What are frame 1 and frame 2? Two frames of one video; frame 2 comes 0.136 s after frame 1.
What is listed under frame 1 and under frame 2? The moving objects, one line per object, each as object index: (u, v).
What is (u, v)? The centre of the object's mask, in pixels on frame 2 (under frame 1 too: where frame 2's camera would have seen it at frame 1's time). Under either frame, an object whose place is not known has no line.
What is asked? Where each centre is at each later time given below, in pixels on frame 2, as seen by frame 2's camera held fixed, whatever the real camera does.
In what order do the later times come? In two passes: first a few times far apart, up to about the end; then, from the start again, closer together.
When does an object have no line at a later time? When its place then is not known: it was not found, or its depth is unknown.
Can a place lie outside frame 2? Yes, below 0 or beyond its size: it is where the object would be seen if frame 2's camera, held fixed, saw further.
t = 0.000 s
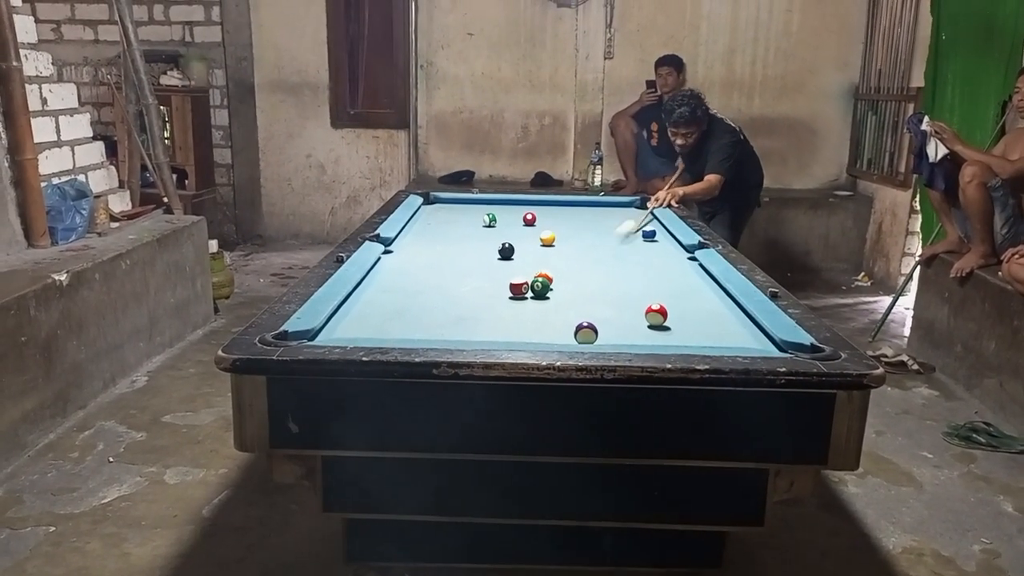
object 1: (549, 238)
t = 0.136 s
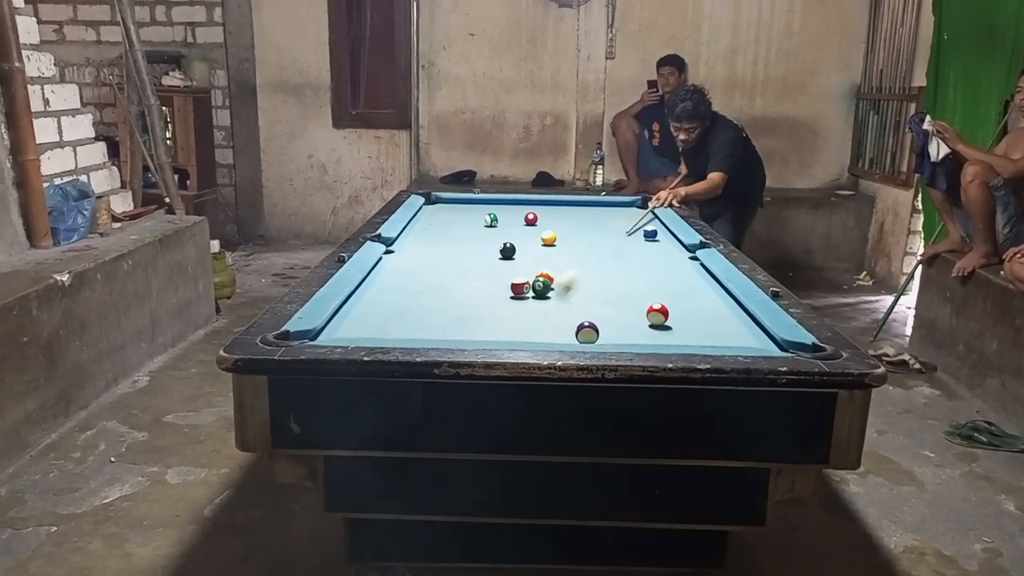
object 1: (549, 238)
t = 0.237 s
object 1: (548, 238)
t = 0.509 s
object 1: (549, 238)
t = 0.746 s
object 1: (549, 238)
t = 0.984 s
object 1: (549, 238)
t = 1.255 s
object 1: (548, 238)
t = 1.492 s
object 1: (549, 238)
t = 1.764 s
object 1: (549, 238)
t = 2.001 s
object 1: (549, 238)
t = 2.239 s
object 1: (549, 238)
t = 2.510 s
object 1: (549, 238)
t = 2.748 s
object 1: (549, 238)
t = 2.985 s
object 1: (549, 238)
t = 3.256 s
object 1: (548, 238)
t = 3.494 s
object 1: (549, 238)
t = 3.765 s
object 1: (549, 238)
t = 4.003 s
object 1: (549, 238)
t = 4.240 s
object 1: (549, 238)
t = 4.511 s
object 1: (549, 238)
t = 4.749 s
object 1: (549, 238)
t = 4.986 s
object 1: (549, 238)
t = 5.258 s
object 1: (549, 238)
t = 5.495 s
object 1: (550, 243)
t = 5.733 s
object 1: (550, 248)
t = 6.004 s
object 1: (550, 254)
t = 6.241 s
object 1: (550, 257)
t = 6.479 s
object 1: (549, 260)
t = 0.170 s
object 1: (549, 238)
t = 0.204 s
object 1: (549, 238)
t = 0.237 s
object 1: (548, 238)
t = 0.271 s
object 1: (548, 238)
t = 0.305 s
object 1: (549, 238)
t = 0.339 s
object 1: (549, 238)
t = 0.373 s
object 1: (549, 238)
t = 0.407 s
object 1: (549, 238)
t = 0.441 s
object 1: (549, 238)
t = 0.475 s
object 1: (548, 238)
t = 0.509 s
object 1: (549, 238)
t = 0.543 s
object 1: (549, 238)
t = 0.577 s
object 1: (549, 238)
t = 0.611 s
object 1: (548, 238)
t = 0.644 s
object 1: (548, 238)
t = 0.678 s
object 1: (548, 238)
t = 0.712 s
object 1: (549, 238)
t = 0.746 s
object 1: (549, 238)
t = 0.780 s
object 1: (549, 238)
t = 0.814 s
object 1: (549, 238)
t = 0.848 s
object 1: (549, 238)
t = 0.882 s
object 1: (548, 238)
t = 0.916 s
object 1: (548, 238)
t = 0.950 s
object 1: (548, 238)
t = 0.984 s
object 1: (549, 238)
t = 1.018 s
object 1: (549, 238)
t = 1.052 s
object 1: (548, 238)
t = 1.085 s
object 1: (548, 238)
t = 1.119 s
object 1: (548, 238)
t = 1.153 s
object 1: (549, 238)
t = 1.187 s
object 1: (549, 238)
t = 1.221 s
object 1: (548, 238)
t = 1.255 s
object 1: (548, 238)
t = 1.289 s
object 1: (549, 238)
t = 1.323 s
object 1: (549, 238)
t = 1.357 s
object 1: (549, 238)
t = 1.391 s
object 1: (548, 238)
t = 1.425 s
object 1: (549, 238)
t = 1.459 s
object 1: (549, 238)
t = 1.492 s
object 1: (549, 238)
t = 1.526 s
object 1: (549, 238)
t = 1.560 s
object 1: (549, 238)
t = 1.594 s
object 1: (549, 238)
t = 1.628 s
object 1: (549, 238)
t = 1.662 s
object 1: (549, 238)
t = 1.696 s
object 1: (549, 238)
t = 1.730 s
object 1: (549, 238)
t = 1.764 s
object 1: (549, 238)
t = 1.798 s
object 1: (549, 238)
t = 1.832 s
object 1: (549, 238)
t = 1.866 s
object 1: (549, 238)
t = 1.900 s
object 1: (549, 238)
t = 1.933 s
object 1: (549, 238)
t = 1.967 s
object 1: (549, 238)
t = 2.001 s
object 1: (549, 238)
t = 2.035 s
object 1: (549, 238)
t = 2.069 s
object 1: (549, 238)
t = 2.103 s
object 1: (549, 238)
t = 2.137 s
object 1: (549, 238)
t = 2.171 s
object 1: (549, 238)
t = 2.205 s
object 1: (548, 238)
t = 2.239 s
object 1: (549, 238)
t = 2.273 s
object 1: (549, 238)
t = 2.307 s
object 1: (549, 238)
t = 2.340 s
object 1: (549, 238)
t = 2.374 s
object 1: (549, 238)
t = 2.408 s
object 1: (549, 238)
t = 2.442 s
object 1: (549, 238)
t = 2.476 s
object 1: (549, 238)
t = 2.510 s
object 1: (549, 238)
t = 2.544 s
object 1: (549, 238)
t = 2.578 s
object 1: (549, 238)
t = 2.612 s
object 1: (549, 238)
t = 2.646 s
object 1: (549, 238)
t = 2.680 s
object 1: (549, 238)
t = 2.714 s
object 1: (549, 238)
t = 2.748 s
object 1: (549, 238)
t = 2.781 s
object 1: (549, 238)
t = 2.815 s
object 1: (549, 238)
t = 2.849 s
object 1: (549, 238)
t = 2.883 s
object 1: (549, 238)
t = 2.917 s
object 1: (549, 238)
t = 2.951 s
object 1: (549, 238)
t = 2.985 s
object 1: (549, 238)
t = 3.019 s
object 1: (549, 238)
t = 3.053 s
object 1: (549, 238)
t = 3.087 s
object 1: (549, 238)
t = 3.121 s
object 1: (549, 238)
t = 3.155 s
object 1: (549, 238)
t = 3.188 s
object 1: (549, 238)
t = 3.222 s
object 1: (548, 238)
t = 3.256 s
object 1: (548, 238)
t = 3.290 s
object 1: (548, 238)
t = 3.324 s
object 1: (549, 238)
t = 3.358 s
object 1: (549, 238)
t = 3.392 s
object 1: (549, 238)
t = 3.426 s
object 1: (549, 238)
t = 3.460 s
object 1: (549, 238)
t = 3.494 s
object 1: (549, 238)
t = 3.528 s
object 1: (549, 238)
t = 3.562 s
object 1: (549, 238)
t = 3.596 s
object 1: (549, 238)
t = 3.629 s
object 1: (549, 238)
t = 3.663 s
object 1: (549, 238)
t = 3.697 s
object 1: (549, 238)
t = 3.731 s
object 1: (549, 238)
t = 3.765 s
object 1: (549, 238)
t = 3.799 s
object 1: (549, 238)
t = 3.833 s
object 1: (549, 238)
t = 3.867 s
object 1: (549, 238)
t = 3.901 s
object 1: (549, 238)
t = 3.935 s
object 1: (549, 238)
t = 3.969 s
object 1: (549, 238)
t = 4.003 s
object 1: (549, 238)
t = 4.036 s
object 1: (549, 238)
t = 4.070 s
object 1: (549, 238)
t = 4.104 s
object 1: (549, 238)
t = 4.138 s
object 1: (549, 238)
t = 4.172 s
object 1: (549, 238)
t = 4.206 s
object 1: (549, 238)
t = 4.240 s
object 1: (549, 238)
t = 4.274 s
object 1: (549, 238)
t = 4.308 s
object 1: (549, 238)
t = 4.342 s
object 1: (549, 238)
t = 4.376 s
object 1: (549, 238)
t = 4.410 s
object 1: (549, 238)
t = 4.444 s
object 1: (549, 238)
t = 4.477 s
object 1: (549, 238)
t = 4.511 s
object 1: (549, 238)
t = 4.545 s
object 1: (549, 238)
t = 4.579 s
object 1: (549, 238)
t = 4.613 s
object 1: (549, 238)
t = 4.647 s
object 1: (549, 238)
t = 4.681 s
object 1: (549, 238)
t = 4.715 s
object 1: (549, 238)
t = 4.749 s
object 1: (549, 238)
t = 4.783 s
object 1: (549, 238)
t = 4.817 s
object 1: (549, 238)
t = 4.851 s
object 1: (549, 238)
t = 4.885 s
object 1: (549, 238)
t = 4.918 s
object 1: (549, 238)
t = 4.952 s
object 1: (549, 238)
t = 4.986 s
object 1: (549, 238)
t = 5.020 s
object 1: (549, 238)
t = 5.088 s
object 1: (549, 238)
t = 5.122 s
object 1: (549, 238)
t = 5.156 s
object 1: (548, 238)
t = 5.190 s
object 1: (549, 238)
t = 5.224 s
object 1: (549, 238)
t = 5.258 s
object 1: (549, 238)
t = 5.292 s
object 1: (549, 239)
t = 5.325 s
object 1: (549, 240)
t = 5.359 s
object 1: (549, 240)
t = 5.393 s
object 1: (549, 241)
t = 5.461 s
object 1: (550, 243)
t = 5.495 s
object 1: (550, 243)
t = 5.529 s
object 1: (550, 244)
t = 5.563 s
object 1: (550, 244)
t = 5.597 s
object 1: (550, 245)
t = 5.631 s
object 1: (551, 246)
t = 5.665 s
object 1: (550, 247)
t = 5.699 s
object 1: (550, 247)
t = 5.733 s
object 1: (550, 248)
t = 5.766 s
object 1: (551, 248)
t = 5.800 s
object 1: (551, 249)
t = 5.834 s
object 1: (551, 250)
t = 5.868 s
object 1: (551, 251)
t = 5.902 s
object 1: (551, 251)
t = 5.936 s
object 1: (551, 252)
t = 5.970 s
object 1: (550, 253)
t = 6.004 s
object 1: (550, 254)
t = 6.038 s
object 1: (550, 254)
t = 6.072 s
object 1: (550, 254)
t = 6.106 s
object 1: (550, 255)
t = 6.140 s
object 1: (550, 256)
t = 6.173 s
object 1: (550, 256)
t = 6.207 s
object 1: (549, 257)
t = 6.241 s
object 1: (550, 257)
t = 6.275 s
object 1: (550, 258)
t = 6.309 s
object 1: (549, 258)
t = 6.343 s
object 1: (549, 259)
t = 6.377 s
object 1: (549, 259)
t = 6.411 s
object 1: (549, 259)
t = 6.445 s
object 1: (549, 260)
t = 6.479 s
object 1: (549, 260)
